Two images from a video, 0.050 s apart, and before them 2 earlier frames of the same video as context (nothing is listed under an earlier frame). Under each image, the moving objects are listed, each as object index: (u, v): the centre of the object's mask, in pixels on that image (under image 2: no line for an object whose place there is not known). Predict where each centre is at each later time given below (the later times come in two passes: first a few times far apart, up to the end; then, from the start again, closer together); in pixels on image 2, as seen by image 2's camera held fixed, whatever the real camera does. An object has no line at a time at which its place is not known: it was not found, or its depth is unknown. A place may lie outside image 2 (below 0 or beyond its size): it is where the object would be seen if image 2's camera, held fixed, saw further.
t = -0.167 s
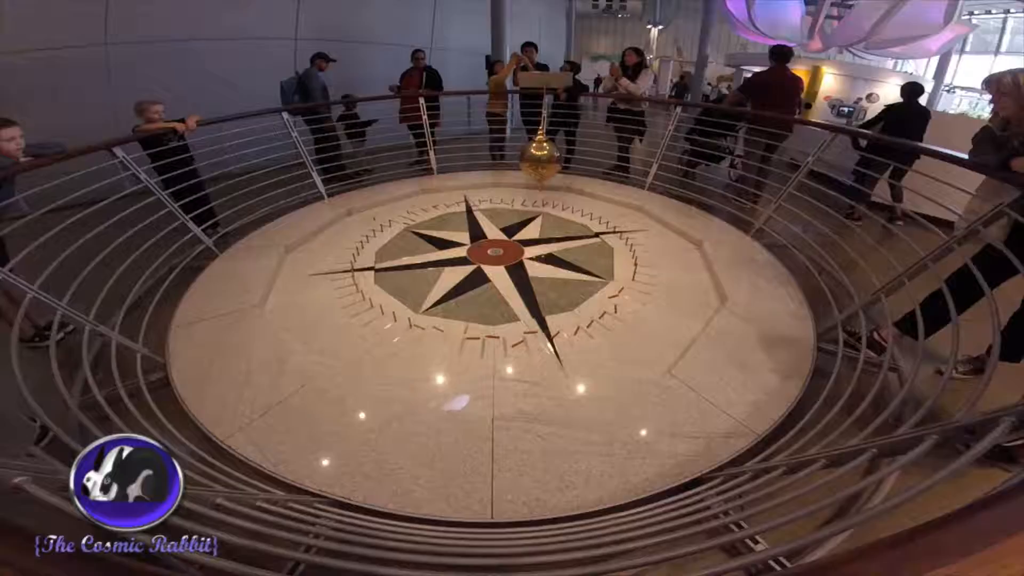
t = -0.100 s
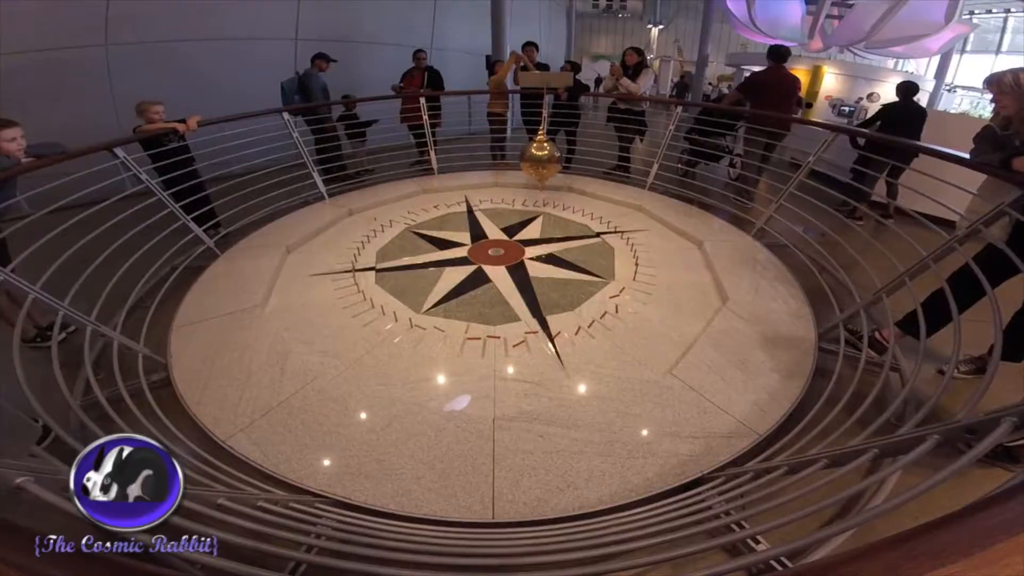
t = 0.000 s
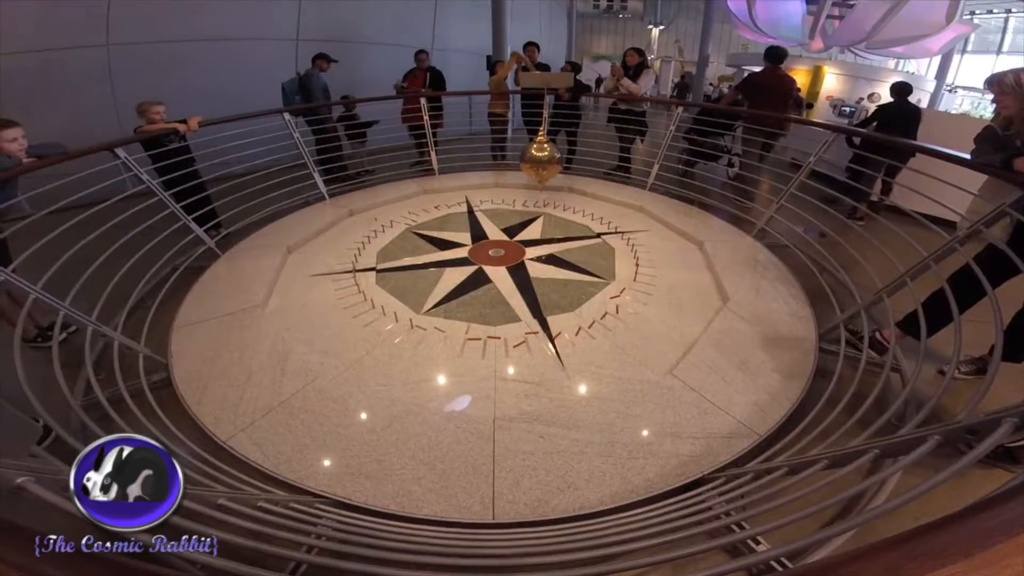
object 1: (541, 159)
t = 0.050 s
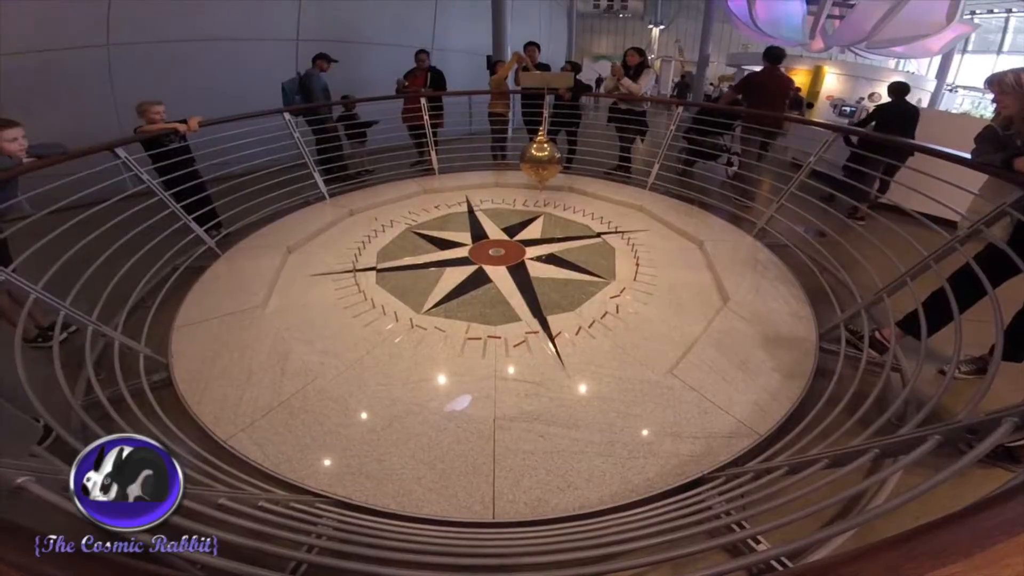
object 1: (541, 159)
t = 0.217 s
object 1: (539, 161)
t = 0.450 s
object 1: (535, 165)
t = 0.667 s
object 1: (530, 171)
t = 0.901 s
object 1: (521, 180)
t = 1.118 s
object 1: (511, 188)
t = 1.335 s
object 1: (499, 199)
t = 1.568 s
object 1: (484, 211)
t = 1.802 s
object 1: (465, 226)
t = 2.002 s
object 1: (449, 239)
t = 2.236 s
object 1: (428, 255)
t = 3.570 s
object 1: (411, 268)
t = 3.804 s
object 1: (429, 253)
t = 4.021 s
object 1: (447, 240)
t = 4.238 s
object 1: (465, 225)
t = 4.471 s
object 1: (483, 210)
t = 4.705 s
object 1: (497, 198)
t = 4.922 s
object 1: (508, 188)
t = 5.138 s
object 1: (518, 180)
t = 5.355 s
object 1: (525, 172)
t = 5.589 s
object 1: (533, 165)
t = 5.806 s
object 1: (536, 161)
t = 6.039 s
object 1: (539, 159)
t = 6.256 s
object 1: (541, 159)
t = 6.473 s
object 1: (541, 159)
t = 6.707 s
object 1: (539, 163)
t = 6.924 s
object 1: (535, 167)
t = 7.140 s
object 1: (530, 173)
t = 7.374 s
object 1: (523, 181)
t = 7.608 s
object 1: (513, 191)
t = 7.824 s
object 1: (501, 202)
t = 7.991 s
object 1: (489, 212)
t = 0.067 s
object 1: (541, 159)
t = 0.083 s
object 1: (541, 160)
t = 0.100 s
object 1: (540, 160)
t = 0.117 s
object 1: (540, 160)
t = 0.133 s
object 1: (540, 160)
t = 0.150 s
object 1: (540, 160)
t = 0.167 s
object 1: (540, 160)
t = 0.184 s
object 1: (540, 160)
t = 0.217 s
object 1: (539, 161)
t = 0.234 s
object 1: (539, 162)
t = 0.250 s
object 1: (539, 162)
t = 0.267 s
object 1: (539, 162)
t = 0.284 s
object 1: (539, 162)
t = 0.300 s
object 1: (538, 162)
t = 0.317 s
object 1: (538, 162)
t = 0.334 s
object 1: (537, 163)
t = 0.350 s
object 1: (537, 163)
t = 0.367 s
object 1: (537, 163)
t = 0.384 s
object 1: (537, 164)
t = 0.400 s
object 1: (536, 164)
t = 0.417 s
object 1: (536, 165)
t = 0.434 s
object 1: (536, 165)
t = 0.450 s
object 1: (535, 165)
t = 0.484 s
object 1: (535, 166)
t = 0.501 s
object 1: (534, 167)
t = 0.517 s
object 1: (534, 167)
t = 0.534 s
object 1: (533, 168)
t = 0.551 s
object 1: (533, 168)
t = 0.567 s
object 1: (533, 168)
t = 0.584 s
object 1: (532, 169)
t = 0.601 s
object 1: (532, 169)
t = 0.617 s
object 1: (532, 169)
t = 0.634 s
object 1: (531, 170)
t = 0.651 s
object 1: (530, 171)
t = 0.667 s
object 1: (530, 171)
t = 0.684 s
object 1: (529, 172)
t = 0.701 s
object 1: (528, 172)
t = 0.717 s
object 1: (528, 173)
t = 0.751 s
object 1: (527, 174)
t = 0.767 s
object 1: (526, 175)
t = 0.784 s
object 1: (525, 175)
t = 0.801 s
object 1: (525, 175)
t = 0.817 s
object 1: (524, 176)
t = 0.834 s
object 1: (524, 177)
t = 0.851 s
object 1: (523, 177)
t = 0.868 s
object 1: (522, 178)
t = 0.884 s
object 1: (522, 179)
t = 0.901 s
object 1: (521, 180)
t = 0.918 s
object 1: (520, 180)
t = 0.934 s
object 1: (520, 181)
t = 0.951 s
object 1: (519, 181)
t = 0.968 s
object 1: (518, 182)
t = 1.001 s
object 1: (517, 184)
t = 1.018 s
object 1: (516, 184)
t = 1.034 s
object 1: (515, 185)
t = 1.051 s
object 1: (514, 185)
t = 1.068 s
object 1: (514, 186)
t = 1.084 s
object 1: (513, 186)
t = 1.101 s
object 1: (512, 187)
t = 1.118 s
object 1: (511, 188)
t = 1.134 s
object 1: (510, 189)
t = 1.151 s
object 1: (509, 189)
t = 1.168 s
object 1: (508, 190)
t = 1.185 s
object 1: (508, 191)
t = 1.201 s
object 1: (507, 192)
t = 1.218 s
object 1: (506, 193)
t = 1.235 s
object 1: (505, 194)
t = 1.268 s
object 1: (503, 195)
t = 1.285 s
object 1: (502, 196)
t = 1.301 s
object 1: (501, 197)
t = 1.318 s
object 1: (500, 198)
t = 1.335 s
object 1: (499, 199)
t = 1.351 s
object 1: (498, 200)
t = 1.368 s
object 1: (497, 201)
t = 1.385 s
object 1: (496, 202)
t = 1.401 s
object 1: (495, 203)
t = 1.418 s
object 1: (494, 203)
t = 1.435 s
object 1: (493, 204)
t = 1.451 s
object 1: (492, 205)
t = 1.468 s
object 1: (491, 206)
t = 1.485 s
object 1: (490, 207)
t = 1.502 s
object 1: (489, 208)
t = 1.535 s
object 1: (486, 210)
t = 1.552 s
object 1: (485, 211)
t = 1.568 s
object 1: (484, 211)
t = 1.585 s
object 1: (483, 212)
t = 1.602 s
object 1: (481, 213)
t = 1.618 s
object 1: (480, 214)
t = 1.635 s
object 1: (479, 215)
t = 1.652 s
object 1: (477, 216)
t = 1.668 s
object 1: (476, 217)
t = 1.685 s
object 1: (475, 218)
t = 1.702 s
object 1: (473, 220)
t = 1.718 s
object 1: (472, 221)
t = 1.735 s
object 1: (471, 222)
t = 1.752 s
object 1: (469, 223)
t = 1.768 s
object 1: (468, 224)
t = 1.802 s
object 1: (465, 226)
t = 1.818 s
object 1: (464, 227)
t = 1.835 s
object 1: (463, 228)
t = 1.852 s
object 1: (461, 229)
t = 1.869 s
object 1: (460, 230)
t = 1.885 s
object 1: (459, 231)
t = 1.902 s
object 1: (457, 233)
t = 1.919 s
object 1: (456, 234)
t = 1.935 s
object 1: (454, 235)
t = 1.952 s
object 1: (453, 236)
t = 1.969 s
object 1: (452, 237)
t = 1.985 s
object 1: (450, 238)
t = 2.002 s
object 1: (449, 239)
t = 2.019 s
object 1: (448, 240)
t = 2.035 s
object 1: (446, 241)
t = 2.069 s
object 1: (443, 244)
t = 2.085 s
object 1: (442, 245)
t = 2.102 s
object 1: (440, 246)
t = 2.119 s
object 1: (439, 247)
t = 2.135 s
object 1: (437, 248)
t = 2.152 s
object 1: (436, 249)
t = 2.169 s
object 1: (434, 250)
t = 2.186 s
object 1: (433, 251)
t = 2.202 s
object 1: (432, 252)
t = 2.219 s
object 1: (430, 254)
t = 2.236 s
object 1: (428, 255)
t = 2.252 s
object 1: (427, 256)
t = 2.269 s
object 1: (426, 257)
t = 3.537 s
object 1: (409, 270)
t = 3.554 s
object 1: (410, 269)
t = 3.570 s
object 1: (411, 268)
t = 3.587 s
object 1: (413, 267)
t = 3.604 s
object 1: (414, 266)
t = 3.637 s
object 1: (416, 264)
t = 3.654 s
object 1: (417, 263)
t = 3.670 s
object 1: (418, 263)
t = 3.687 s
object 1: (419, 262)
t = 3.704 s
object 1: (420, 261)
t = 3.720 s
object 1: (421, 261)
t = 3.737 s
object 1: (424, 258)
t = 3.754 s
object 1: (425, 257)
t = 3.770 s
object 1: (427, 256)
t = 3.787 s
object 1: (428, 254)
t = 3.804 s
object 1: (429, 253)
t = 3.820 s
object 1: (431, 252)
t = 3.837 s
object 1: (432, 251)
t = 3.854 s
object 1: (433, 250)
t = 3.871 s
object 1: (435, 249)
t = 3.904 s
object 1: (438, 247)
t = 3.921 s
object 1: (439, 246)
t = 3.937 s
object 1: (441, 245)
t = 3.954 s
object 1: (442, 244)
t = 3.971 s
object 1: (443, 243)
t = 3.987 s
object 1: (445, 242)
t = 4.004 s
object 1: (446, 241)
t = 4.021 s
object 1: (447, 240)
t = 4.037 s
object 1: (449, 238)
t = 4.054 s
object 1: (450, 237)
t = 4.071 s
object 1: (451, 236)
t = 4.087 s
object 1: (453, 235)
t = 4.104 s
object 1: (454, 234)
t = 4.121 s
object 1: (456, 233)
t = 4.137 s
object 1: (457, 232)
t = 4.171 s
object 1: (460, 230)
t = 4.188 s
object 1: (461, 229)
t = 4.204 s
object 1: (462, 228)
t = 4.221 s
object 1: (463, 227)
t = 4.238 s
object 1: (465, 225)
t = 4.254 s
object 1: (466, 224)
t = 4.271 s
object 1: (467, 223)
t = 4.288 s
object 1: (469, 222)
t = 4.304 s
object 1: (470, 221)
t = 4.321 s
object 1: (471, 220)
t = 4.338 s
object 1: (473, 219)
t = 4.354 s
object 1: (474, 218)
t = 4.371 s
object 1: (475, 217)
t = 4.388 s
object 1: (476, 215)
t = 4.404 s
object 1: (478, 214)
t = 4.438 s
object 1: (480, 212)
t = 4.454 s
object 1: (481, 211)
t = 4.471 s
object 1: (483, 210)
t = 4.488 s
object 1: (484, 209)
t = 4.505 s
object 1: (485, 208)
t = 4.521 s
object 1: (486, 208)
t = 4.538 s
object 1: (487, 207)
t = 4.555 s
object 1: (488, 206)
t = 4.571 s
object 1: (489, 205)
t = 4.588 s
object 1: (490, 204)
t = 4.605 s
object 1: (491, 203)
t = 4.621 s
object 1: (492, 203)
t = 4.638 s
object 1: (493, 202)
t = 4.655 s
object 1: (494, 201)
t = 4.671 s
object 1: (495, 200)
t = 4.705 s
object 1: (497, 198)
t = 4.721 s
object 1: (498, 197)
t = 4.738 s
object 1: (499, 197)
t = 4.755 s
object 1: (500, 196)
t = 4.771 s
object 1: (501, 195)
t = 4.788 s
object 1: (502, 194)
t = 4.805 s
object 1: (503, 194)
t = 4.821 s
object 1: (503, 193)
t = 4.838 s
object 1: (504, 192)
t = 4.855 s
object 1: (505, 191)
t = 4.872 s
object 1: (506, 190)
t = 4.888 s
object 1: (507, 190)
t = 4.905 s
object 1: (508, 189)
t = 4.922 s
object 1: (508, 188)
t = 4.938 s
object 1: (509, 187)
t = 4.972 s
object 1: (511, 186)
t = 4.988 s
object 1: (512, 185)
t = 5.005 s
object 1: (512, 184)
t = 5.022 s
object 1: (513, 184)
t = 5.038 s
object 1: (514, 183)
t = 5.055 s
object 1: (515, 183)
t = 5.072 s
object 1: (515, 182)
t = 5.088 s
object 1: (516, 181)
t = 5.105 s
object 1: (517, 181)
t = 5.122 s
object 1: (517, 180)
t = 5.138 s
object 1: (518, 180)
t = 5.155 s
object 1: (519, 179)
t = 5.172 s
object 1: (519, 178)
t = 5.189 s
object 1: (520, 177)
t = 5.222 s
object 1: (521, 176)
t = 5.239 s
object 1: (521, 176)
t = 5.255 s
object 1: (522, 175)
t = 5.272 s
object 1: (523, 174)
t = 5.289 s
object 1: (523, 174)
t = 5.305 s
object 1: (523, 173)
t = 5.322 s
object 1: (524, 173)
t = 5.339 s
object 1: (525, 172)
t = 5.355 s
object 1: (525, 172)
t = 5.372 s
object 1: (526, 172)
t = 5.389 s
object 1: (526, 171)
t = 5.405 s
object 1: (527, 170)
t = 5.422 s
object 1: (528, 170)
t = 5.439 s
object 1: (529, 169)
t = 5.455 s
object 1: (529, 169)
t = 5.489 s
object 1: (530, 168)
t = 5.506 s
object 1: (531, 167)
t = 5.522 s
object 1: (531, 167)
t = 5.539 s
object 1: (531, 167)
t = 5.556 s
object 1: (532, 166)
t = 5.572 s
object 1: (532, 166)
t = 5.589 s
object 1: (533, 165)
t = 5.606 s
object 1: (533, 165)
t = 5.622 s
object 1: (533, 165)
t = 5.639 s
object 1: (534, 164)
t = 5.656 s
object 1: (534, 164)
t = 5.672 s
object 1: (534, 164)
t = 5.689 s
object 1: (535, 163)
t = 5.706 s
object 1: (535, 163)
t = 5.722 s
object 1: (535, 162)
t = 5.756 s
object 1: (536, 162)
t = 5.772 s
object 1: (536, 162)
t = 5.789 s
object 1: (536, 162)
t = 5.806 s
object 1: (536, 161)
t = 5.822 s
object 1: (537, 161)
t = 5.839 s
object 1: (537, 161)
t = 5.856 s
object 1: (537, 161)
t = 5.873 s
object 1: (537, 161)
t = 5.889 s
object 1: (538, 160)
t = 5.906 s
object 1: (538, 160)
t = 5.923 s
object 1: (538, 160)
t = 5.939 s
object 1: (538, 160)
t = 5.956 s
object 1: (539, 160)
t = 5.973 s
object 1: (539, 160)
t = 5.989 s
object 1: (539, 160)
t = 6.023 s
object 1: (539, 159)
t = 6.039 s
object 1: (539, 159)
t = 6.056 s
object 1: (540, 159)
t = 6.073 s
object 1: (540, 159)
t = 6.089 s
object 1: (540, 159)
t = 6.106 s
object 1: (540, 159)
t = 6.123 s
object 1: (540, 159)
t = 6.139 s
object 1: (540, 159)
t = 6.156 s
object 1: (541, 158)
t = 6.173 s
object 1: (541, 159)
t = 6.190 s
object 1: (541, 159)
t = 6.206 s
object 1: (541, 159)
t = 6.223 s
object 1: (541, 159)
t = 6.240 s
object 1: (541, 159)
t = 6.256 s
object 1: (541, 159)
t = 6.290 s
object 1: (541, 159)
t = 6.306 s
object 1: (541, 159)
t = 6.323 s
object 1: (541, 159)
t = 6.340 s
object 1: (541, 159)
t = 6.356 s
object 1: (541, 159)
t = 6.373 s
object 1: (541, 159)
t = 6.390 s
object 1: (541, 159)
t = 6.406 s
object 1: (541, 159)
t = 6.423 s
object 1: (541, 159)
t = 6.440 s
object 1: (541, 159)
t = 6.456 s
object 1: (541, 159)
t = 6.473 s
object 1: (541, 159)
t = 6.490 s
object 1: (541, 160)
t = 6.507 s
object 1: (540, 160)
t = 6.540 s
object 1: (540, 160)
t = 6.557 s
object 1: (540, 161)
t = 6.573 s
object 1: (540, 161)
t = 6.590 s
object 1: (540, 161)
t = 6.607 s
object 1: (540, 161)
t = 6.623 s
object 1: (540, 162)
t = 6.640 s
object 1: (540, 162)
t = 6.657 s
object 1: (539, 162)
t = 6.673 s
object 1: (539, 162)
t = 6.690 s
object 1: (539, 162)
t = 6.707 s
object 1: (539, 163)
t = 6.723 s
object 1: (538, 163)
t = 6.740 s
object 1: (538, 163)
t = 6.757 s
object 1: (538, 164)
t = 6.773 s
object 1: (538, 164)
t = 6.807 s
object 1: (537, 164)
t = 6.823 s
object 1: (537, 165)
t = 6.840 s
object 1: (537, 165)
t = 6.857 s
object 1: (536, 165)
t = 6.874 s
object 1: (536, 166)
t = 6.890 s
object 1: (536, 166)
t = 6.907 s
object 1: (536, 166)
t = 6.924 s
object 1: (535, 167)
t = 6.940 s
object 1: (535, 167)
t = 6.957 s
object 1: (535, 167)
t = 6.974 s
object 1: (535, 168)
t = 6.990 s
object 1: (534, 169)
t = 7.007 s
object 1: (534, 169)
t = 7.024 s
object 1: (533, 170)
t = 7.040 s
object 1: (533, 170)
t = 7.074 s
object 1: (532, 171)
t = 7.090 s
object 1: (531, 171)
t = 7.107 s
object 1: (531, 172)
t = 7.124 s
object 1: (531, 172)
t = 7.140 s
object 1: (530, 173)
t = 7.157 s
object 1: (530, 173)
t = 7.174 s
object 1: (529, 174)
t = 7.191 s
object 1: (529, 174)
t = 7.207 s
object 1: (528, 175)
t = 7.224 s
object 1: (527, 176)
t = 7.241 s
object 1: (527, 176)
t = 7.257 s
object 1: (526, 177)
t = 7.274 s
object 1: (525, 178)
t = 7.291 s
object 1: (525, 178)
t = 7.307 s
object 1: (524, 179)
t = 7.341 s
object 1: (523, 180)
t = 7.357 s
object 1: (523, 181)
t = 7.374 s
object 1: (523, 181)
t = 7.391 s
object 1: (522, 182)
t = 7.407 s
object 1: (521, 183)
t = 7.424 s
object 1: (521, 183)
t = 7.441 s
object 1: (520, 184)
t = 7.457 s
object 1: (519, 184)
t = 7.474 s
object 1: (519, 185)
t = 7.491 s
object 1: (518, 186)
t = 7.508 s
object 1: (517, 187)
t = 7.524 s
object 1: (517, 187)
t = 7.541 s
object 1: (516, 188)
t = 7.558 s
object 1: (515, 189)
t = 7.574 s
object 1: (514, 189)
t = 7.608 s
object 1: (513, 191)
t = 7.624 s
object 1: (512, 192)
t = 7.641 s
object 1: (511, 193)
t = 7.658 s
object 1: (511, 193)
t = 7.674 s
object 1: (510, 195)
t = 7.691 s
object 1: (509, 196)
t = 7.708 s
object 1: (508, 196)
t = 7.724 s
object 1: (507, 197)
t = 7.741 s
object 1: (506, 198)
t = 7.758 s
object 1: (505, 199)
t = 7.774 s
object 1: (504, 200)
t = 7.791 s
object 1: (503, 201)
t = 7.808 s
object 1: (502, 201)
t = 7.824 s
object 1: (501, 202)
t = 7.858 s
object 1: (499, 205)
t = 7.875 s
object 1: (497, 206)
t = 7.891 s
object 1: (496, 206)
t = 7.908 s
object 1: (495, 207)
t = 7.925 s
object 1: (494, 208)
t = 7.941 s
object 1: (493, 209)
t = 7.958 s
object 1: (492, 210)
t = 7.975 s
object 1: (491, 211)
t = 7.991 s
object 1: (489, 212)
